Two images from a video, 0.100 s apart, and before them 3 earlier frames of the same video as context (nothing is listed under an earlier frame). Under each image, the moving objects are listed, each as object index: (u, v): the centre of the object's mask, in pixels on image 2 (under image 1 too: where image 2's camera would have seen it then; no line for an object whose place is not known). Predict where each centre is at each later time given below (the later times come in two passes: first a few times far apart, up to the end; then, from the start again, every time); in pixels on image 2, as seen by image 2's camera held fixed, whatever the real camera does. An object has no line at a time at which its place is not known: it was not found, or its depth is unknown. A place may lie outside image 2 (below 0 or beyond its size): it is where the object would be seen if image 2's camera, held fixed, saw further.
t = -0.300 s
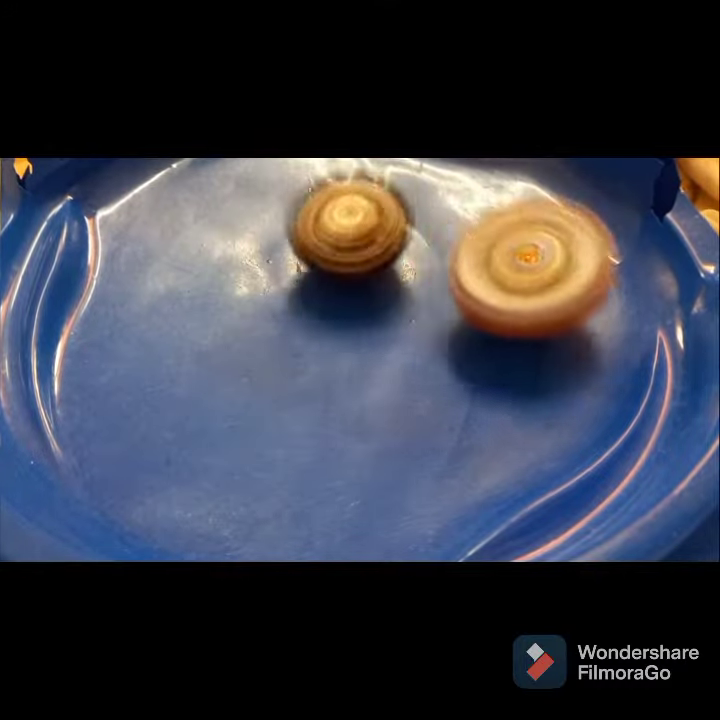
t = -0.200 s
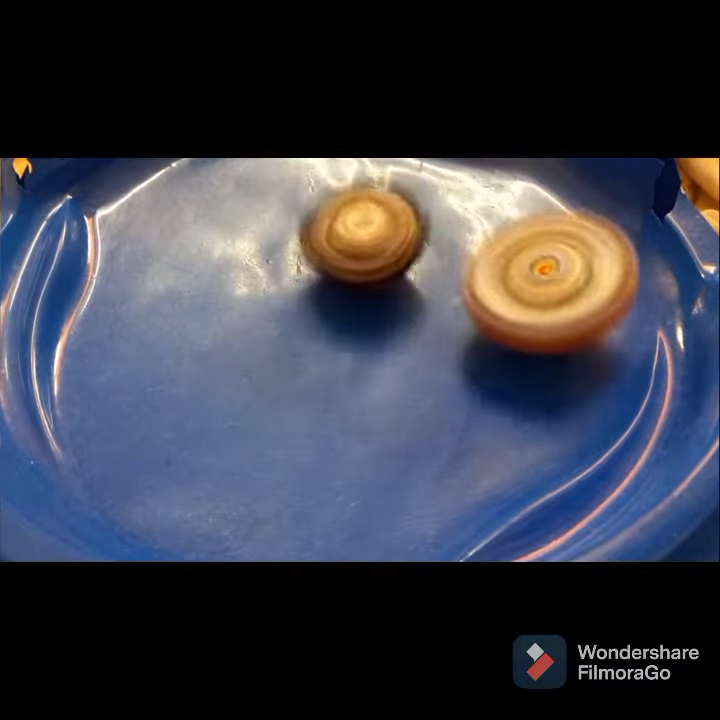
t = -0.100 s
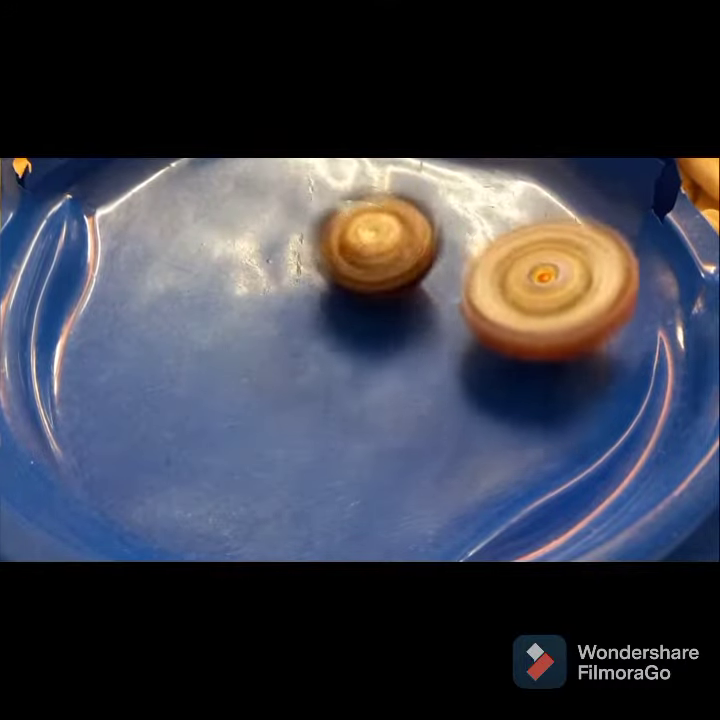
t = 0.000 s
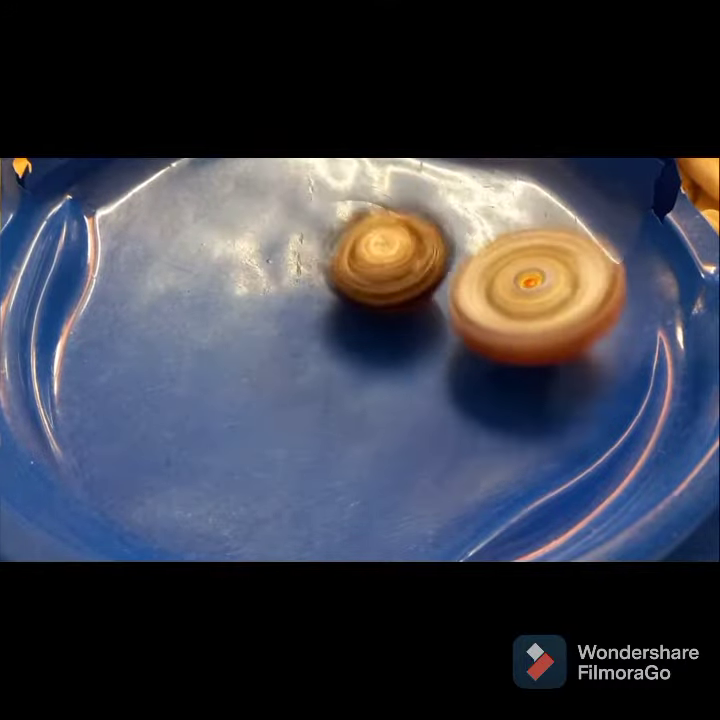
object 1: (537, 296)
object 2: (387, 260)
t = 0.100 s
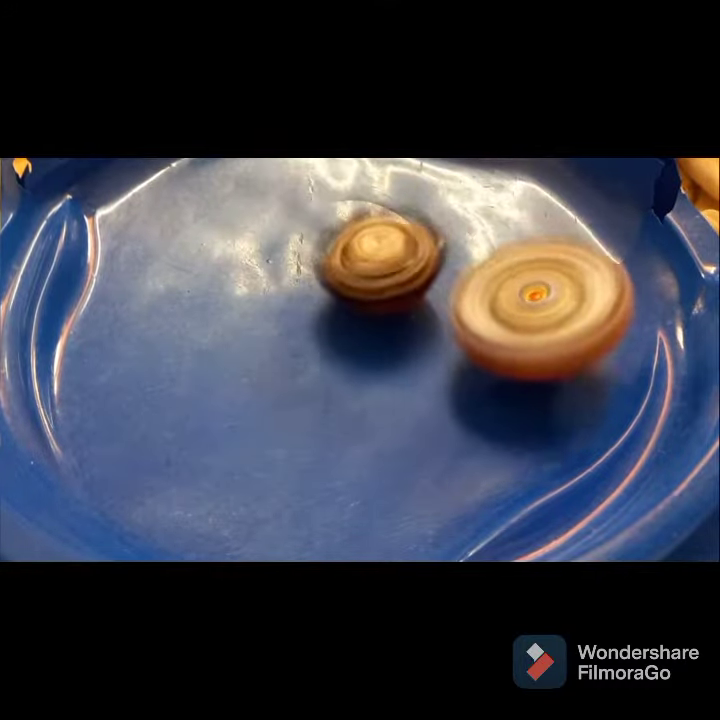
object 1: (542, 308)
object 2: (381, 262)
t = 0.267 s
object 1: (519, 321)
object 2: (374, 273)
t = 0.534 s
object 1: (452, 335)
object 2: (338, 264)
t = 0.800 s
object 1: (384, 349)
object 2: (322, 232)
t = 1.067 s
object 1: (303, 324)
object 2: (343, 219)
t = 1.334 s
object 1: (250, 309)
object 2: (388, 224)
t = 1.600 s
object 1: (270, 291)
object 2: (417, 257)
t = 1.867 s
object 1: (255, 242)
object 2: (442, 293)
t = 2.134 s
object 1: (298, 206)
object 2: (402, 312)
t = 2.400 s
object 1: (371, 182)
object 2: (348, 324)
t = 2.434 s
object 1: (382, 178)
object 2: (345, 324)
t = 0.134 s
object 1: (540, 312)
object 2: (381, 266)
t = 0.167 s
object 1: (537, 314)
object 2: (380, 268)
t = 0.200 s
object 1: (532, 316)
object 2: (377, 271)
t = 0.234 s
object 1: (525, 318)
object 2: (374, 271)
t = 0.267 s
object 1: (519, 321)
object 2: (374, 273)
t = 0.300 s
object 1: (517, 326)
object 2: (367, 271)
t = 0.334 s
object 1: (512, 331)
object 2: (361, 268)
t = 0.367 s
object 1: (505, 334)
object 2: (359, 268)
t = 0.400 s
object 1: (497, 336)
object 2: (355, 270)
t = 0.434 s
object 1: (485, 336)
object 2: (350, 268)
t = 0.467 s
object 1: (473, 336)
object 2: (346, 267)
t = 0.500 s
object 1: (463, 335)
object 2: (343, 268)
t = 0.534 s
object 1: (452, 335)
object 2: (338, 264)
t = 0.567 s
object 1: (443, 335)
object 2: (335, 261)
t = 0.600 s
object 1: (435, 337)
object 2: (332, 257)
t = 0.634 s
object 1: (427, 343)
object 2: (330, 250)
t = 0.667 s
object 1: (419, 348)
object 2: (327, 245)
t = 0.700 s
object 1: (411, 351)
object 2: (326, 241)
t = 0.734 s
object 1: (402, 351)
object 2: (323, 240)
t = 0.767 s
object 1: (393, 352)
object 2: (323, 236)
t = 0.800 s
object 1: (384, 349)
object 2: (322, 232)
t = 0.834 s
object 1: (376, 348)
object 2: (324, 229)
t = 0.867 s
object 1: (367, 345)
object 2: (326, 226)
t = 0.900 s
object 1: (356, 343)
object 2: (329, 224)
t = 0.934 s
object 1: (343, 339)
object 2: (330, 221)
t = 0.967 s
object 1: (332, 336)
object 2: (332, 220)
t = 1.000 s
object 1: (322, 331)
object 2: (336, 219)
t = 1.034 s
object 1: (312, 328)
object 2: (339, 219)
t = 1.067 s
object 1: (303, 324)
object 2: (343, 219)
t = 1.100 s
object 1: (294, 320)
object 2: (345, 219)
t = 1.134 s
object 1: (286, 316)
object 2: (351, 219)
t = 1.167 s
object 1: (279, 312)
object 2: (355, 222)
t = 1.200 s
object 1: (276, 309)
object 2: (360, 224)
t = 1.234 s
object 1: (273, 305)
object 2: (362, 224)
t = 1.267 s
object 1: (263, 306)
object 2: (371, 225)
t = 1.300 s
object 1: (255, 307)
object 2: (382, 222)
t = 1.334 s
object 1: (250, 309)
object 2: (388, 224)
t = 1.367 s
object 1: (249, 307)
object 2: (393, 227)
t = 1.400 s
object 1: (250, 306)
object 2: (396, 231)
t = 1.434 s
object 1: (251, 305)
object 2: (401, 236)
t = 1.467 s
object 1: (255, 303)
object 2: (404, 240)
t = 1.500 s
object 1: (259, 300)
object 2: (407, 243)
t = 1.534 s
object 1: (265, 297)
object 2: (409, 248)
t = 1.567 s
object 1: (271, 294)
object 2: (411, 252)
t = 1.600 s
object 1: (270, 291)
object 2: (417, 257)
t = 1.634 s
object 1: (267, 288)
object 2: (424, 258)
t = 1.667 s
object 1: (267, 283)
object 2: (425, 265)
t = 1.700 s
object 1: (268, 280)
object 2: (425, 269)
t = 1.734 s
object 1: (269, 276)
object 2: (426, 273)
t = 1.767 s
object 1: (268, 270)
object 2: (428, 276)
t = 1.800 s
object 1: (271, 265)
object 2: (427, 280)
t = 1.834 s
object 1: (263, 254)
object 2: (434, 287)
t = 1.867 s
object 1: (255, 242)
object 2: (442, 293)
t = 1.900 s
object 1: (253, 233)
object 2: (444, 300)
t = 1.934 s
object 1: (253, 227)
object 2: (443, 305)
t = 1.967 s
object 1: (257, 222)
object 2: (440, 308)
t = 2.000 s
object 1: (263, 218)
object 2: (433, 311)
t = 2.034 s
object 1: (271, 215)
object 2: (425, 312)
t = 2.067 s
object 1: (279, 212)
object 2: (420, 313)
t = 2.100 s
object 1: (287, 209)
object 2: (410, 313)
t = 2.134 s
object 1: (298, 206)
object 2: (402, 312)
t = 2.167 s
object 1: (306, 205)
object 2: (397, 311)
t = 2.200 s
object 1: (314, 204)
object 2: (389, 309)
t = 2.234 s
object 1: (323, 203)
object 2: (382, 305)
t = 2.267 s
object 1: (330, 202)
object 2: (378, 301)
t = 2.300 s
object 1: (338, 201)
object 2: (371, 301)
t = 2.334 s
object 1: (350, 193)
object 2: (363, 313)
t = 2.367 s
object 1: (361, 187)
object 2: (354, 321)
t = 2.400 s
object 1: (371, 182)
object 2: (348, 324)
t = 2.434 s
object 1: (382, 178)
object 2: (345, 324)
